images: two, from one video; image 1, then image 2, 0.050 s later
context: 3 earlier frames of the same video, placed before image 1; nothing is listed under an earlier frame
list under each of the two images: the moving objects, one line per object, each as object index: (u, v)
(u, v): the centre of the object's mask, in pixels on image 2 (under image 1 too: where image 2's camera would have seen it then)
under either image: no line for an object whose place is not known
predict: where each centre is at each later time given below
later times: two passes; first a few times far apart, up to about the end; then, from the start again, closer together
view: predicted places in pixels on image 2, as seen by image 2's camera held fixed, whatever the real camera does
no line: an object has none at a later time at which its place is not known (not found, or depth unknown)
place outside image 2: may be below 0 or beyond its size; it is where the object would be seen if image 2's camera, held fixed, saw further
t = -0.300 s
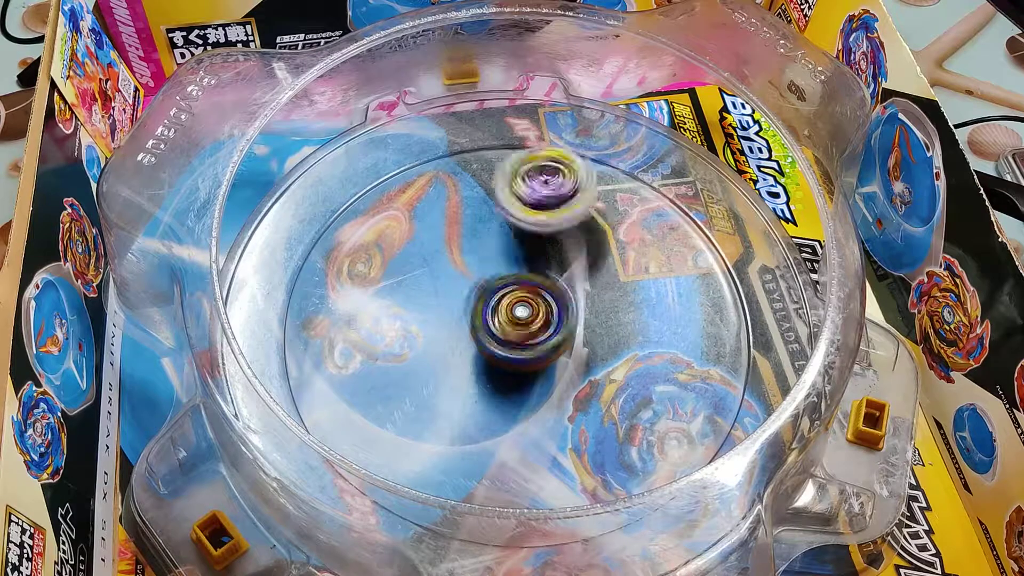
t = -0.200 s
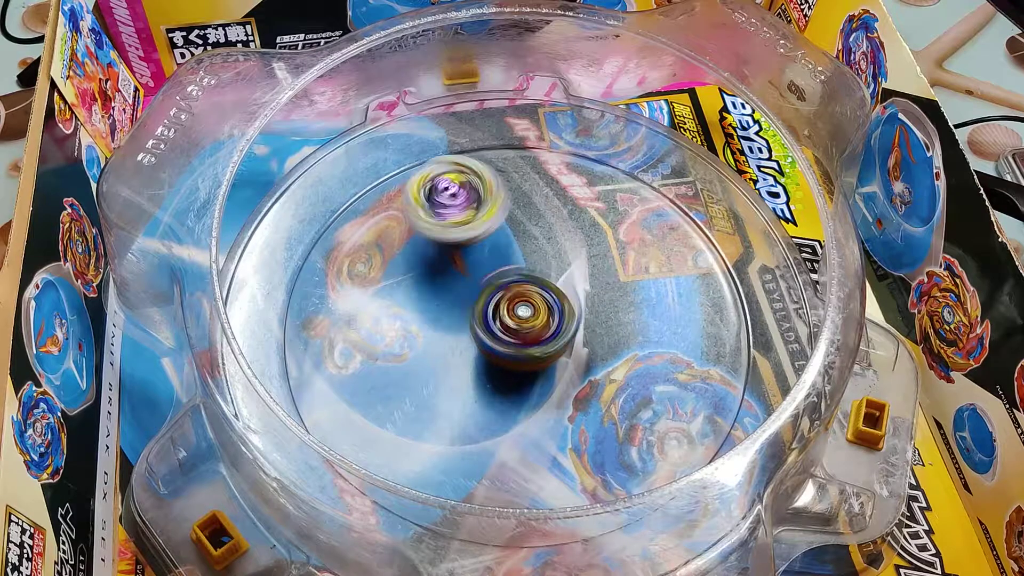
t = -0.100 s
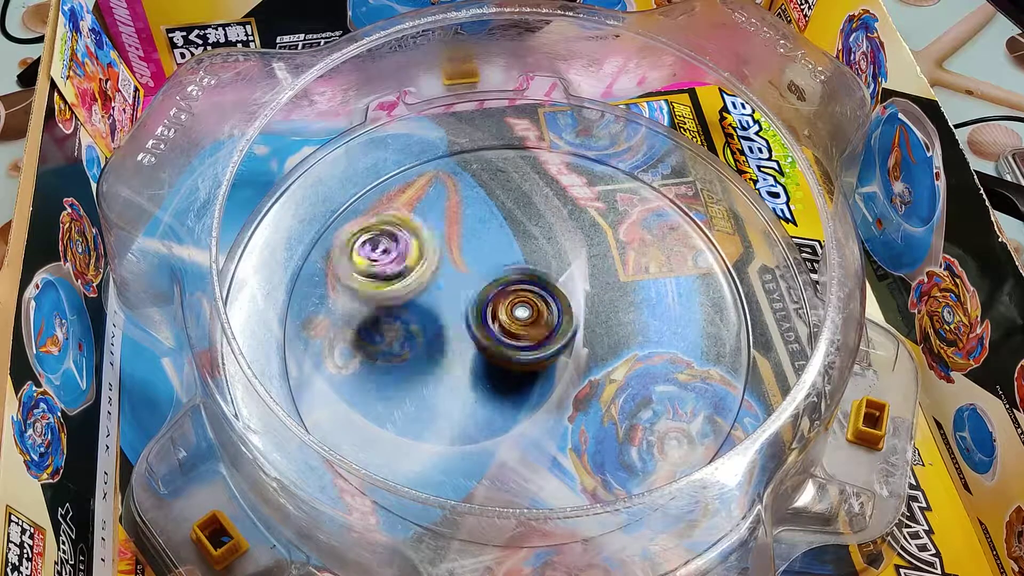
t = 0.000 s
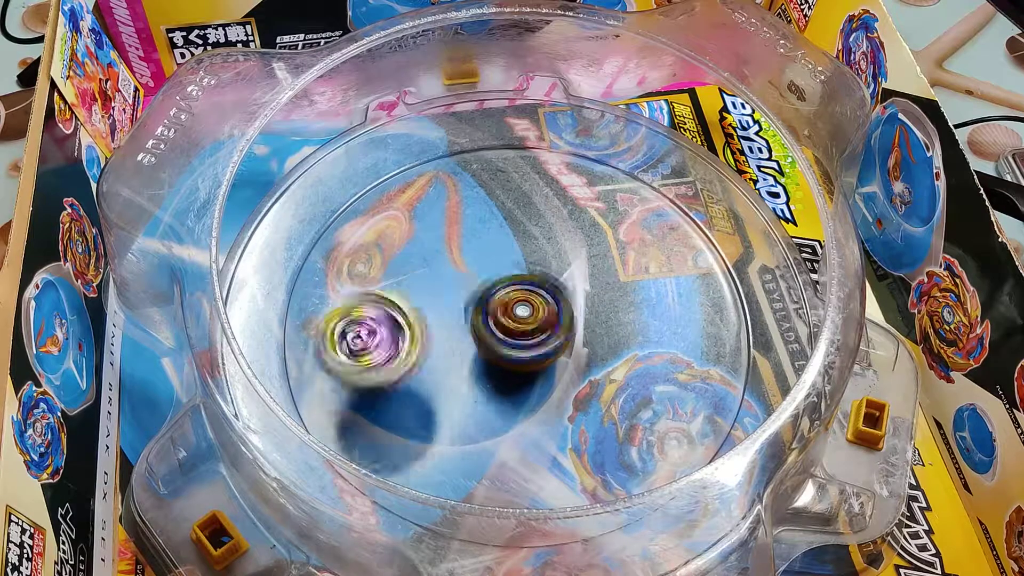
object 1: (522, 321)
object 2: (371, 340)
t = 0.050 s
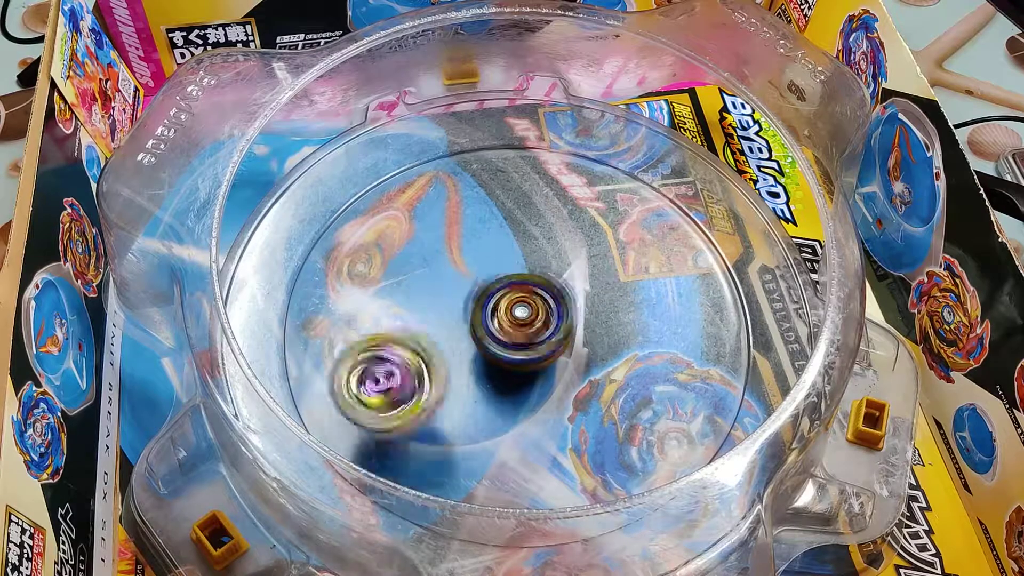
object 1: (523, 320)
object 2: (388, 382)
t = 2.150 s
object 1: (521, 321)
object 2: (545, 421)
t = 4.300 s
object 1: (442, 324)
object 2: (551, 280)
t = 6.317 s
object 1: (554, 312)
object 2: (436, 316)
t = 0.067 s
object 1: (522, 320)
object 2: (397, 394)
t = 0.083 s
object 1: (522, 319)
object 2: (410, 404)
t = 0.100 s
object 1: (523, 320)
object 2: (424, 416)
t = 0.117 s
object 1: (522, 319)
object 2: (438, 424)
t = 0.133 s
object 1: (522, 319)
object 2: (453, 432)
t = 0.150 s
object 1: (523, 320)
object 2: (469, 437)
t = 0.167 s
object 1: (522, 320)
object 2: (488, 440)
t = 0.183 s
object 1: (521, 320)
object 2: (505, 444)
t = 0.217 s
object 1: (522, 320)
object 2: (539, 444)
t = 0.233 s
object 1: (522, 319)
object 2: (555, 437)
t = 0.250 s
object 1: (521, 321)
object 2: (572, 434)
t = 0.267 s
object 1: (522, 319)
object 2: (590, 429)
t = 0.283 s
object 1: (521, 319)
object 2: (603, 420)
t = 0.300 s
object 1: (522, 319)
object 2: (615, 413)
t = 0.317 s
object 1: (522, 320)
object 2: (627, 401)
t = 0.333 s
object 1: (521, 319)
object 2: (639, 390)
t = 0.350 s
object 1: (521, 319)
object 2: (647, 380)
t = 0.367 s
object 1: (522, 320)
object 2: (654, 367)
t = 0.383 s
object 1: (522, 321)
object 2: (660, 353)
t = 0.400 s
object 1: (521, 320)
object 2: (661, 338)
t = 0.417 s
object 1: (521, 319)
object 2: (667, 323)
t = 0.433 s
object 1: (522, 320)
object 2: (666, 313)
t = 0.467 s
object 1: (521, 320)
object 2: (660, 285)
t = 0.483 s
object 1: (521, 320)
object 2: (651, 273)
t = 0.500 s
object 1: (521, 321)
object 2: (650, 258)
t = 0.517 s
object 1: (522, 320)
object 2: (640, 250)
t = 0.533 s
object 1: (521, 319)
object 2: (630, 239)
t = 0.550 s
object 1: (521, 320)
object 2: (619, 230)
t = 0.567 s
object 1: (521, 320)
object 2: (610, 221)
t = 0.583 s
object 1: (523, 319)
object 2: (600, 212)
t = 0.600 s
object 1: (522, 321)
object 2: (587, 207)
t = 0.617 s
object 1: (521, 320)
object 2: (572, 201)
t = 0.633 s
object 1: (521, 320)
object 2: (560, 197)
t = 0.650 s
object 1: (522, 320)
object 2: (543, 192)
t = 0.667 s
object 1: (521, 320)
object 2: (530, 190)
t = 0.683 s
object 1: (521, 320)
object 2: (517, 191)
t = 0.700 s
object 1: (522, 320)
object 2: (503, 191)
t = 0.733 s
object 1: (522, 320)
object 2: (474, 196)
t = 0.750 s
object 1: (522, 321)
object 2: (462, 199)
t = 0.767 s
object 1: (521, 320)
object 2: (449, 207)
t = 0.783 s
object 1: (522, 320)
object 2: (437, 213)
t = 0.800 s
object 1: (522, 321)
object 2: (424, 221)
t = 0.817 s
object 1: (521, 322)
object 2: (413, 231)
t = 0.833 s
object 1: (521, 321)
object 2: (406, 241)
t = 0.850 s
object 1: (521, 320)
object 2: (396, 252)
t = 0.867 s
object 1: (522, 321)
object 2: (389, 263)
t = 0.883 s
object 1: (522, 321)
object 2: (384, 278)
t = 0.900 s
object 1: (521, 320)
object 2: (382, 291)
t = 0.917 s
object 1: (521, 321)
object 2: (381, 304)
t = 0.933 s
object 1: (521, 321)
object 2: (383, 319)
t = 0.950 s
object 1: (521, 320)
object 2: (382, 331)
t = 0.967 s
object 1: (521, 321)
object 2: (386, 346)
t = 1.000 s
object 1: (521, 319)
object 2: (400, 370)
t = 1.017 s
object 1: (521, 321)
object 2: (411, 384)
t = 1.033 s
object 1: (522, 321)
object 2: (420, 394)
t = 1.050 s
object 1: (520, 320)
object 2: (433, 403)
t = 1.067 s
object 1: (520, 319)
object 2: (446, 411)
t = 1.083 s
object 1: (521, 321)
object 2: (461, 416)
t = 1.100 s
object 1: (521, 321)
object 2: (476, 424)
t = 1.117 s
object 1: (520, 319)
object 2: (490, 428)
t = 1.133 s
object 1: (521, 320)
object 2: (505, 431)
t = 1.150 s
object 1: (521, 321)
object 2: (522, 431)
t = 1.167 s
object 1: (521, 320)
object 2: (538, 429)
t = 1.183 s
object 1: (521, 320)
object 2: (555, 430)
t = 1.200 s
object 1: (520, 320)
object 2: (568, 426)
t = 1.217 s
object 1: (521, 319)
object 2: (584, 422)
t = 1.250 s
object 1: (521, 321)
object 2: (610, 406)
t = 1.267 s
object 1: (520, 320)
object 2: (624, 401)
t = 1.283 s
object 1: (521, 320)
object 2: (632, 392)
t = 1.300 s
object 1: (521, 321)
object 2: (640, 380)
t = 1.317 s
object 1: (521, 320)
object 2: (647, 370)
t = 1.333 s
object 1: (521, 321)
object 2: (653, 357)
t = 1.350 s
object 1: (521, 321)
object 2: (661, 346)
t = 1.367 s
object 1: (521, 320)
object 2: (661, 335)
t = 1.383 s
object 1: (522, 320)
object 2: (663, 321)
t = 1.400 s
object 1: (522, 321)
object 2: (660, 311)
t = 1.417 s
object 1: (520, 321)
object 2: (655, 296)
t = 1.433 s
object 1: (520, 320)
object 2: (653, 285)
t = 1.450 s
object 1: (521, 322)
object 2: (646, 276)
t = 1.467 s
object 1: (521, 322)
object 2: (639, 263)
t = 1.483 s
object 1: (520, 321)
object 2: (631, 254)
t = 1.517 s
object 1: (520, 321)
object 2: (613, 235)
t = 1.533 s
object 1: (521, 321)
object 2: (601, 230)
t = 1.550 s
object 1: (521, 321)
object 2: (589, 222)
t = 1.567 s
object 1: (520, 321)
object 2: (579, 217)
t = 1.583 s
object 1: (520, 321)
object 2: (563, 213)
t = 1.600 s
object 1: (522, 321)
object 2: (552, 207)
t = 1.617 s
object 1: (521, 321)
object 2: (540, 207)
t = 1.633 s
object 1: (520, 321)
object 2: (526, 206)
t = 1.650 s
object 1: (521, 321)
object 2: (513, 206)
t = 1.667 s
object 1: (521, 321)
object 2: (496, 207)
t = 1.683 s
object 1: (521, 322)
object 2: (485, 209)
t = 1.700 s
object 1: (521, 323)
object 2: (474, 214)
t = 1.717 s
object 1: (520, 322)
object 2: (459, 218)
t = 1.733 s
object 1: (521, 323)
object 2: (449, 223)
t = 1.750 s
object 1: (521, 323)
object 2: (436, 232)
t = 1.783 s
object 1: (521, 323)
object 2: (418, 248)
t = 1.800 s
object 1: (521, 322)
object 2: (409, 257)
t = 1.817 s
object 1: (522, 323)
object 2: (400, 268)
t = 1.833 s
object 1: (521, 323)
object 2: (394, 279)
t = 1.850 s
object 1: (521, 323)
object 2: (389, 288)
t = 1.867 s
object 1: (521, 324)
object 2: (389, 302)
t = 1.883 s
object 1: (521, 322)
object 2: (390, 315)
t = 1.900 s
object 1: (521, 323)
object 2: (387, 325)
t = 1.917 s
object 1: (522, 324)
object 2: (389, 338)
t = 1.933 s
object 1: (520, 322)
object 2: (393, 350)
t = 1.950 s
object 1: (521, 322)
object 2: (399, 360)
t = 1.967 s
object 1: (522, 324)
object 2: (409, 374)
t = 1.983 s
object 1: (521, 323)
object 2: (415, 383)
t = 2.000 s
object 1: (521, 323)
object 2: (425, 392)
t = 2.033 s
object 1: (521, 322)
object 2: (450, 406)
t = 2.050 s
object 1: (522, 322)
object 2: (462, 414)
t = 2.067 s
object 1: (523, 323)
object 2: (475, 418)
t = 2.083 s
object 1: (521, 321)
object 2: (486, 419)
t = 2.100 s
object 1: (521, 320)
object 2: (501, 423)
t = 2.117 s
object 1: (523, 321)
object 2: (515, 422)
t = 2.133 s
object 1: (521, 321)
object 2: (532, 420)
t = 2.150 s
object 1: (521, 321)
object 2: (545, 421)
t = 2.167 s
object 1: (521, 321)
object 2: (557, 417)
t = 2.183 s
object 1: (522, 321)
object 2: (571, 414)
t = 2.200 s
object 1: (522, 320)
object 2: (582, 409)
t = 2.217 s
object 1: (522, 321)
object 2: (592, 401)
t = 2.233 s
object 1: (521, 322)
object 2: (605, 396)
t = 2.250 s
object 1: (521, 321)
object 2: (612, 388)
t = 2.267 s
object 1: (523, 322)
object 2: (620, 376)
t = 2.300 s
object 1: (521, 321)
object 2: (631, 357)
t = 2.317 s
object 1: (521, 322)
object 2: (640, 346)
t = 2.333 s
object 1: (522, 321)
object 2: (641, 338)
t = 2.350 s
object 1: (522, 321)
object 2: (642, 325)
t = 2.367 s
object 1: (521, 323)
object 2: (644, 315)
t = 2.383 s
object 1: (521, 322)
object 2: (640, 303)
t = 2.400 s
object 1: (522, 322)
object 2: (639, 290)
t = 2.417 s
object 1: (522, 322)
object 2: (635, 283)
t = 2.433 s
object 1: (521, 321)
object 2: (628, 272)
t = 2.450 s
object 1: (521, 322)
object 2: (624, 261)
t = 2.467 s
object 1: (521, 321)
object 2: (617, 254)
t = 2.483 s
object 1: (521, 321)
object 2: (608, 245)
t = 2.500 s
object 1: (523, 321)
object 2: (599, 238)
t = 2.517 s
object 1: (522, 321)
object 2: (592, 232)
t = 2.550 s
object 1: (522, 319)
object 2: (569, 220)
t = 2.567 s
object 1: (522, 321)
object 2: (557, 216)
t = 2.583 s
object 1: (522, 320)
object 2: (547, 212)
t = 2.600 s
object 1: (522, 321)
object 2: (537, 212)
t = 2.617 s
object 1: (521, 320)
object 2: (523, 212)
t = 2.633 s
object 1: (521, 320)
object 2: (512, 210)
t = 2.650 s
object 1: (522, 321)
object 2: (498, 213)
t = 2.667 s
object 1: (522, 321)
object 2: (487, 214)
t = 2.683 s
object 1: (520, 321)
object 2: (478, 217)
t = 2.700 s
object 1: (521, 321)
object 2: (465, 224)
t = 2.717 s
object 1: (521, 323)
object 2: (456, 226)
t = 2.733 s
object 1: (522, 322)
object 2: (446, 234)
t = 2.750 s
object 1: (522, 322)
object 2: (437, 241)
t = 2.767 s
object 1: (520, 322)
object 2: (429, 247)
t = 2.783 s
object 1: (522, 322)
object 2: (423, 257)
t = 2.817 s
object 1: (522, 323)
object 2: (409, 274)
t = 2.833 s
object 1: (520, 322)
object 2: (405, 285)
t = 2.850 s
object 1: (521, 322)
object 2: (404, 296)
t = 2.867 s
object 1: (521, 322)
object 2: (402, 305)
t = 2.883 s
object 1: (521, 323)
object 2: (401, 317)
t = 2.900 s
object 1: (522, 323)
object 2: (402, 329)
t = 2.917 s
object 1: (521, 322)
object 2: (404, 338)
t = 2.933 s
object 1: (521, 322)
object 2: (407, 348)
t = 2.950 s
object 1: (522, 322)
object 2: (412, 356)
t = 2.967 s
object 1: (522, 323)
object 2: (422, 367)
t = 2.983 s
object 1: (521, 322)
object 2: (427, 377)
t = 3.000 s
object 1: (522, 321)
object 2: (435, 384)
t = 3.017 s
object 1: (522, 321)
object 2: (444, 391)
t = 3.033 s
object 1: (522, 320)
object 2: (456, 397)
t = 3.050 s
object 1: (523, 320)
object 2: (466, 401)
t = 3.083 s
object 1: (522, 319)
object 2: (489, 410)
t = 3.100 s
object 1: (523, 318)
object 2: (501, 413)
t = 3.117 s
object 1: (522, 318)
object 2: (512, 413)
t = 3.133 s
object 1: (522, 318)
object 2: (525, 414)
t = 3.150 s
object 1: (521, 318)
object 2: (537, 412)
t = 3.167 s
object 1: (521, 319)
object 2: (547, 413)
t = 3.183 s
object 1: (522, 319)
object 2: (560, 414)
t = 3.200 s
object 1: (522, 320)
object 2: (571, 412)
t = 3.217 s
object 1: (522, 320)
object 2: (578, 410)
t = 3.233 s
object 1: (522, 320)
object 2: (587, 405)
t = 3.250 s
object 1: (522, 321)
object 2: (598, 398)
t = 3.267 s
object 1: (523, 320)
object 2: (607, 396)
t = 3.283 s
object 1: (524, 321)
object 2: (612, 391)
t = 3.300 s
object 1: (523, 320)
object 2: (617, 381)
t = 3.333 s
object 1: (523, 321)
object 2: (626, 369)
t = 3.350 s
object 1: (523, 321)
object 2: (630, 359)
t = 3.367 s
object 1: (524, 321)
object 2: (637, 351)
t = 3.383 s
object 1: (523, 321)
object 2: (635, 345)
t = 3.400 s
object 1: (523, 320)
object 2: (635, 337)
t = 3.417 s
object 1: (522, 319)
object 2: (642, 331)
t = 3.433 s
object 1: (520, 315)
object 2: (642, 324)
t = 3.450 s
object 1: (519, 314)
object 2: (641, 315)
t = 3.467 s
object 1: (518, 312)
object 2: (647, 310)
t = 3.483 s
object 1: (520, 312)
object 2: (646, 305)
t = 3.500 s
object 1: (521, 313)
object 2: (644, 298)
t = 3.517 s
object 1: (521, 312)
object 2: (643, 291)
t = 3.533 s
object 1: (522, 313)
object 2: (641, 285)
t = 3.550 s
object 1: (521, 313)
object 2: (636, 280)
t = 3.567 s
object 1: (519, 313)
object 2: (633, 274)
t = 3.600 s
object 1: (518, 311)
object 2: (626, 266)
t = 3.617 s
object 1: (518, 310)
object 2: (621, 262)
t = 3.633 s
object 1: (518, 309)
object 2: (616, 260)
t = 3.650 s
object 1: (517, 309)
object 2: (615, 257)
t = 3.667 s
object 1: (518, 309)
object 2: (612, 256)
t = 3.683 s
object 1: (513, 310)
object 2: (608, 255)
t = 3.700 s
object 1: (509, 308)
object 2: (604, 251)
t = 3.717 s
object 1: (501, 308)
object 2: (606, 245)
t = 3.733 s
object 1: (497, 307)
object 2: (610, 243)
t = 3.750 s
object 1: (492, 308)
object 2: (609, 243)
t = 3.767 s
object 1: (490, 307)
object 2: (607, 237)
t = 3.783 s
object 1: (486, 307)
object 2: (605, 232)
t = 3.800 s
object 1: (485, 306)
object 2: (606, 229)
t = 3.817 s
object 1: (482, 305)
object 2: (605, 231)
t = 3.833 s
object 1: (484, 304)
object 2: (604, 229)
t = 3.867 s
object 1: (487, 303)
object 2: (601, 228)
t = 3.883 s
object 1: (487, 304)
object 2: (598, 229)
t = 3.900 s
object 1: (489, 306)
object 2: (595, 228)
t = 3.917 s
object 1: (489, 306)
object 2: (593, 228)
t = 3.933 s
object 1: (490, 307)
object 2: (591, 228)
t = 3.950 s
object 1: (489, 307)
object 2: (586, 230)
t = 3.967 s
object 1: (489, 309)
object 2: (581, 232)
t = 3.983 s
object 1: (488, 308)
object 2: (576, 234)
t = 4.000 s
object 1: (487, 309)
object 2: (572, 237)
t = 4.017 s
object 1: (483, 310)
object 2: (567, 239)
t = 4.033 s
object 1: (478, 311)
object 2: (565, 240)
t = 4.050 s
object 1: (476, 313)
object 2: (564, 242)
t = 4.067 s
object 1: (473, 314)
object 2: (562, 246)
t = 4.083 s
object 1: (471, 315)
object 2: (559, 249)
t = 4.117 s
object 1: (462, 317)
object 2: (558, 249)
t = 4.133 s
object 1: (461, 318)
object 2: (556, 251)
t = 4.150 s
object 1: (460, 320)
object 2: (554, 253)
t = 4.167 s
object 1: (458, 320)
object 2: (554, 256)
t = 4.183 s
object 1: (457, 322)
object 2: (554, 258)
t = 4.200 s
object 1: (455, 323)
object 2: (552, 261)
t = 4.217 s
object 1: (450, 322)
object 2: (551, 263)
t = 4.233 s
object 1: (448, 323)
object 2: (550, 265)
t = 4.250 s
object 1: (446, 322)
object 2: (552, 267)
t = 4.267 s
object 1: (445, 324)
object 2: (553, 270)
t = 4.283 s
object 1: (444, 323)
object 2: (552, 276)
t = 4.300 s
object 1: (442, 324)
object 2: (551, 280)
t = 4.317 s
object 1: (439, 325)
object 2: (549, 282)
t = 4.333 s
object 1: (437, 325)
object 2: (547, 288)
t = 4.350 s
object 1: (435, 324)
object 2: (550, 292)
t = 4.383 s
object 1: (425, 323)
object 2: (557, 301)
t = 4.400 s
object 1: (423, 320)
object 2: (558, 307)
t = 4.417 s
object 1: (422, 320)
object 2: (559, 311)
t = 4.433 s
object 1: (421, 319)
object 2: (561, 316)
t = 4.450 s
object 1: (419, 317)
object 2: (563, 317)
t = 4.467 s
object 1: (419, 316)
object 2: (567, 319)
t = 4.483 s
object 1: (419, 314)
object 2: (570, 323)
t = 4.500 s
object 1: (419, 314)
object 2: (572, 329)
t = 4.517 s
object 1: (419, 312)
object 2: (574, 334)
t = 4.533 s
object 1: (420, 310)
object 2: (573, 336)
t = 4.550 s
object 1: (422, 311)
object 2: (573, 339)
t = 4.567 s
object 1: (423, 308)
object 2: (575, 340)
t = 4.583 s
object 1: (425, 307)
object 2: (577, 343)
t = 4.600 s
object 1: (427, 306)
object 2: (580, 346)
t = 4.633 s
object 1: (434, 305)
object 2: (583, 351)
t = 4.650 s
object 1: (438, 305)
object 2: (584, 355)
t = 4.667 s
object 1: (442, 306)
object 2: (582, 359)
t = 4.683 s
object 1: (445, 308)
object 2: (579, 360)
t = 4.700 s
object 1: (448, 309)
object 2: (576, 361)
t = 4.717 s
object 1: (452, 310)
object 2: (575, 360)
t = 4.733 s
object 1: (458, 309)
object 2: (575, 360)
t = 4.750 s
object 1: (464, 310)
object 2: (574, 361)
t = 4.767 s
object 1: (469, 313)
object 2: (574, 362)
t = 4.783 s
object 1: (474, 314)
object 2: (572, 362)
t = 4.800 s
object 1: (479, 314)
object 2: (573, 364)
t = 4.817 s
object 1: (484, 312)
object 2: (574, 371)
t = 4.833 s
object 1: (487, 312)
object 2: (571, 376)
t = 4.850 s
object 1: (492, 311)
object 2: (567, 379)
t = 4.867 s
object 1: (497, 311)
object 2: (567, 384)
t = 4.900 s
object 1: (506, 308)
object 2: (567, 393)
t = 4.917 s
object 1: (510, 308)
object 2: (566, 396)
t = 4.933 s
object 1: (513, 308)
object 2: (564, 399)
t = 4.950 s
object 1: (517, 309)
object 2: (562, 399)
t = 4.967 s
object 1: (519, 311)
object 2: (559, 400)
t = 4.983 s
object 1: (521, 314)
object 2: (559, 405)
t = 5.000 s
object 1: (524, 315)
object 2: (556, 407)
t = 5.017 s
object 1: (529, 318)
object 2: (550, 406)
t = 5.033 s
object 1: (535, 315)
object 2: (541, 404)
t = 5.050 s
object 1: (542, 313)
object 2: (532, 405)
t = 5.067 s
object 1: (548, 312)
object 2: (524, 399)
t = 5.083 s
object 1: (555, 315)
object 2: (514, 398)
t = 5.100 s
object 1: (558, 316)
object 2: (503, 401)
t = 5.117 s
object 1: (561, 315)
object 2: (496, 391)
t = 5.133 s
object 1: (563, 315)
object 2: (488, 388)
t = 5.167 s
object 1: (568, 317)
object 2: (472, 380)
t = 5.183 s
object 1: (571, 318)
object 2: (464, 375)
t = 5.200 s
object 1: (572, 317)
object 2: (457, 370)
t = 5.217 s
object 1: (574, 318)
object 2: (451, 364)
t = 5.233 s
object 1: (576, 321)
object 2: (444, 363)
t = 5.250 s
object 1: (577, 323)
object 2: (437, 357)
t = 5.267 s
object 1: (577, 323)
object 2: (433, 347)
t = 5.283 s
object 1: (578, 323)
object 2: (427, 346)
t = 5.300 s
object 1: (577, 325)
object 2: (422, 342)
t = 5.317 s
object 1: (575, 326)
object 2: (417, 336)
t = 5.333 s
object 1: (574, 328)
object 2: (414, 332)
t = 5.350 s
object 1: (573, 331)
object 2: (411, 327)
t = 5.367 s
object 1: (573, 333)
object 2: (409, 322)
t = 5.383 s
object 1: (571, 334)
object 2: (407, 318)
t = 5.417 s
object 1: (568, 336)
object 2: (402, 311)
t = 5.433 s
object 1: (566, 338)
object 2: (400, 308)
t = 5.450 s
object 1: (565, 339)
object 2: (399, 307)
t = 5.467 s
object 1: (562, 339)
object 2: (398, 306)
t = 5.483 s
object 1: (560, 339)
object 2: (398, 305)
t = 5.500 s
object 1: (557, 339)
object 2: (399, 305)
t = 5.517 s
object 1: (553, 338)
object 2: (400, 306)
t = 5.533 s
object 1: (549, 338)
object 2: (401, 307)
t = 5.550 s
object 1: (547, 338)
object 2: (402, 309)
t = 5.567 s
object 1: (542, 337)
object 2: (403, 311)
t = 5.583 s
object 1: (537, 336)
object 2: (405, 313)
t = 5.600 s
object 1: (533, 334)
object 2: (406, 315)
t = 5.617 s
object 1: (530, 333)
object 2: (407, 316)
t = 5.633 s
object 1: (527, 332)
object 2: (408, 318)
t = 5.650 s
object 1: (524, 329)
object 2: (409, 319)
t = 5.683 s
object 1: (518, 325)
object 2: (412, 318)
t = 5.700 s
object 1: (517, 324)
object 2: (413, 316)
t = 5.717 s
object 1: (515, 322)
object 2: (415, 314)
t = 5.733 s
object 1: (514, 321)
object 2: (417, 312)
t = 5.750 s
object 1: (513, 320)
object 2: (418, 309)
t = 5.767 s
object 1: (512, 320)
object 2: (419, 307)
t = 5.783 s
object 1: (512, 318)
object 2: (420, 306)
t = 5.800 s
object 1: (512, 317)
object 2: (420, 304)
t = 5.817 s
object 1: (512, 317)
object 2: (421, 304)
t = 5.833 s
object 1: (514, 317)
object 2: (421, 304)
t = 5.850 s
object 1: (515, 315)
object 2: (420, 304)
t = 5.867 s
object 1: (515, 315)
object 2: (420, 304)
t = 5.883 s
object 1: (516, 315)
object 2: (421, 305)
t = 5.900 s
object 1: (516, 314)
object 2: (421, 305)
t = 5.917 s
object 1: (516, 313)
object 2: (420, 307)
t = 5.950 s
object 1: (520, 311)
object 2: (422, 310)
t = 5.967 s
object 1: (522, 311)
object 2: (423, 313)
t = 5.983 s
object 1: (525, 310)
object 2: (424, 316)
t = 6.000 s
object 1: (528, 310)
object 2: (426, 319)
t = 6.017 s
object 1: (530, 310)
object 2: (427, 322)
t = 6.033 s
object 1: (533, 308)
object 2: (428, 325)
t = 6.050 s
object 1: (535, 307)
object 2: (428, 327)
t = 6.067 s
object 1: (537, 307)
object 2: (428, 328)
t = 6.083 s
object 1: (540, 307)
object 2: (429, 329)
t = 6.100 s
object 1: (541, 307)
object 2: (430, 328)
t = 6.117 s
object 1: (543, 308)
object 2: (431, 328)
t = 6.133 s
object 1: (544, 308)
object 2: (432, 327)
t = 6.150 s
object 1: (546, 309)
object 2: (433, 325)
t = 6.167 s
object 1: (548, 309)
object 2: (433, 324)
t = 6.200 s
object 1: (551, 311)
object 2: (434, 321)
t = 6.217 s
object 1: (551, 311)
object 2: (434, 319)
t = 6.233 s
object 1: (551, 311)
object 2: (435, 317)
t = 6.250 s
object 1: (552, 312)
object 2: (435, 315)
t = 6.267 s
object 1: (552, 312)
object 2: (435, 314)
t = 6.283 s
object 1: (553, 312)
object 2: (435, 314)
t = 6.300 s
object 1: (553, 312)
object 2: (436, 315)
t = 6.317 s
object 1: (554, 312)
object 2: (436, 316)
